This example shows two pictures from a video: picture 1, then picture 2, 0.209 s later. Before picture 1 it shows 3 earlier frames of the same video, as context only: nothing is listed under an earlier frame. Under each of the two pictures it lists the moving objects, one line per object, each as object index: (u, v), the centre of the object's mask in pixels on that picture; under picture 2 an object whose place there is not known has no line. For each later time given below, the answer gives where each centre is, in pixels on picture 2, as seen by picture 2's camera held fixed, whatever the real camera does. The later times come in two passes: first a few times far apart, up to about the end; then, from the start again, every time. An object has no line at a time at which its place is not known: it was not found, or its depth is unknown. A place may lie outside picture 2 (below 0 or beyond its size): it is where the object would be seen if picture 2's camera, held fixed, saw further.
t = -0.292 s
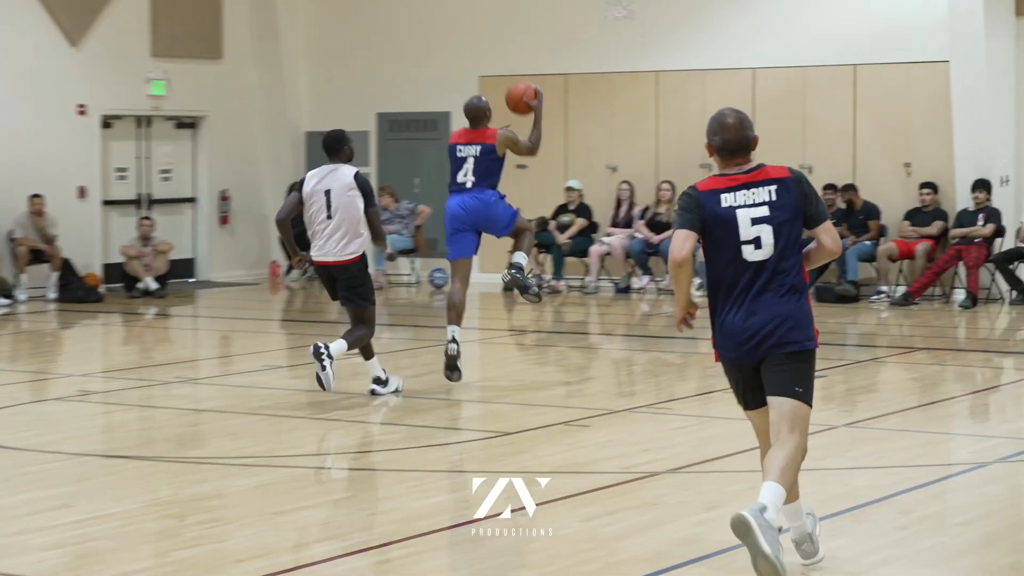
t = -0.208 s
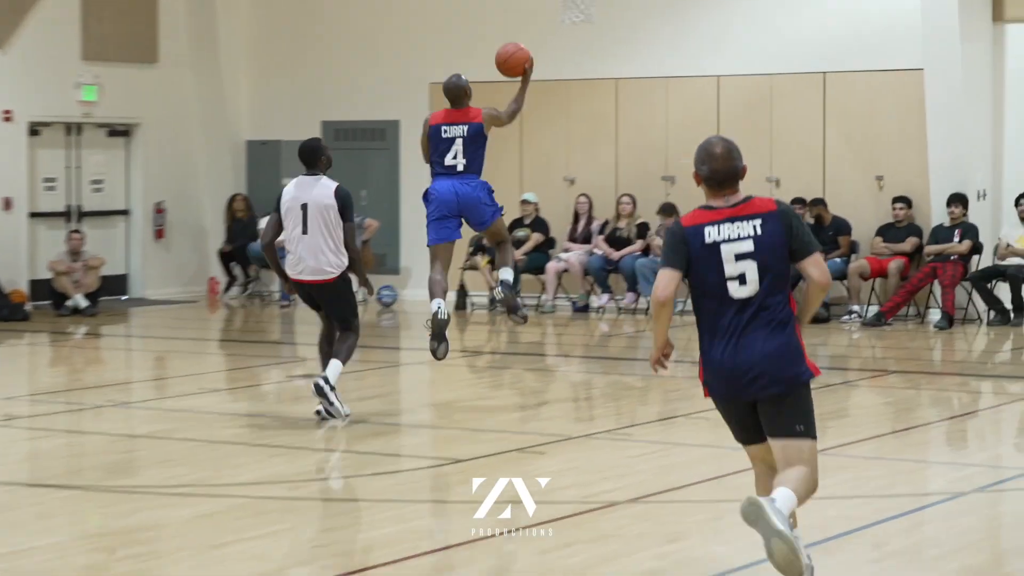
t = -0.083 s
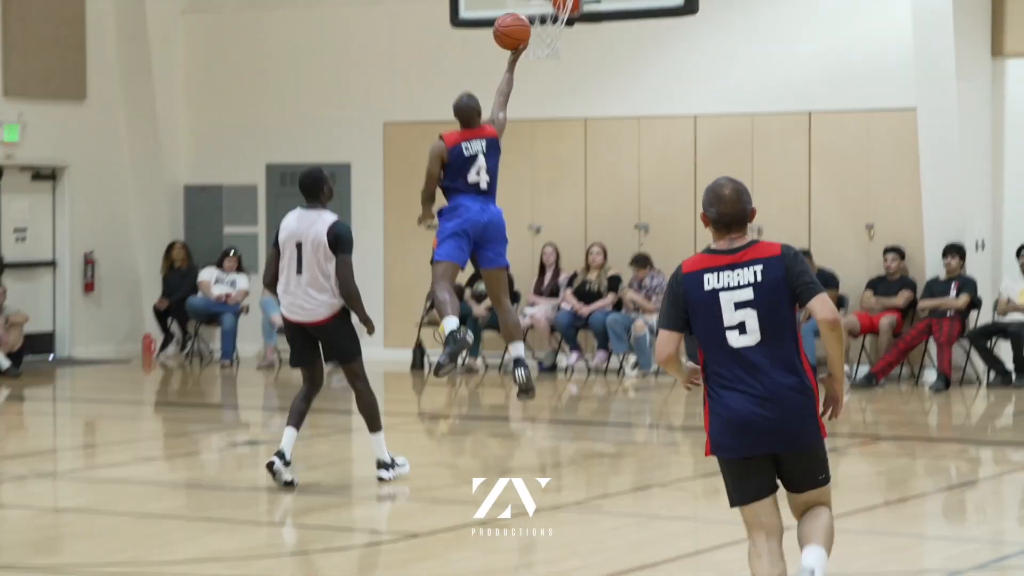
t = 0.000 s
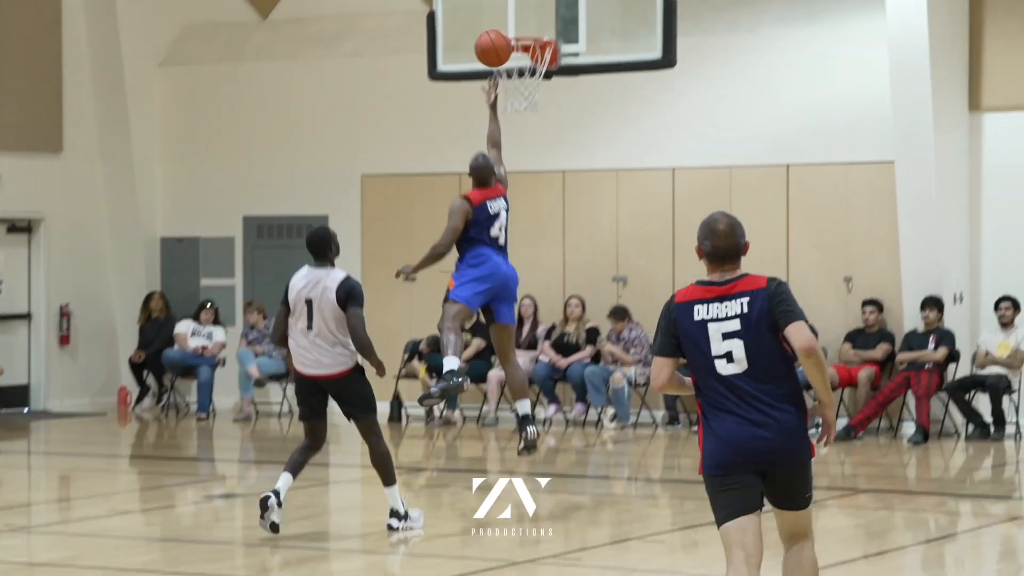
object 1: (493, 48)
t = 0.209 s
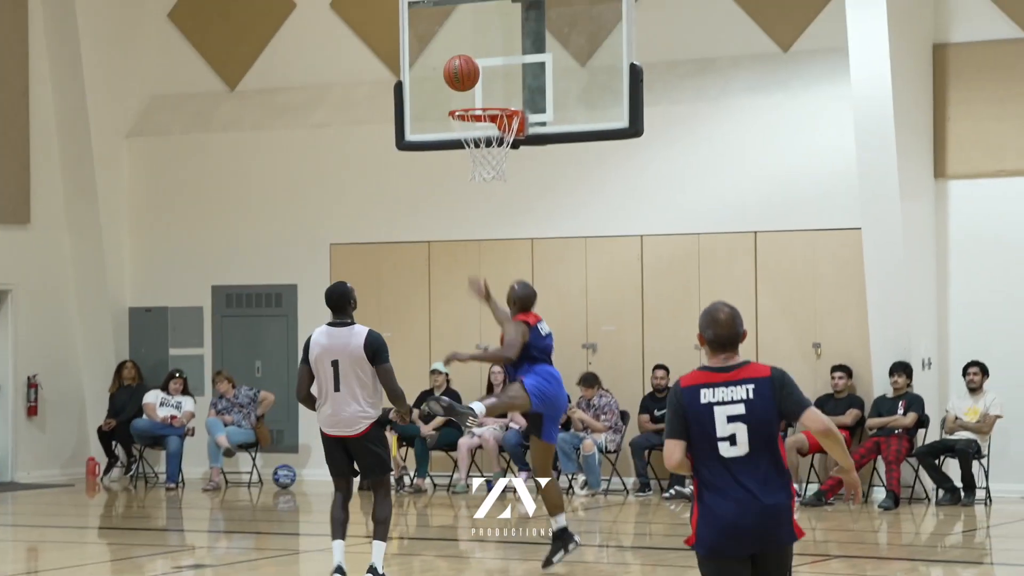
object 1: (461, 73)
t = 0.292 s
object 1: (462, 73)
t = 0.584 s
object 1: (480, 97)
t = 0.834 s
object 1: (500, 92)
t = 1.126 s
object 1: (496, 96)
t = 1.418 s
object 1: (475, 146)
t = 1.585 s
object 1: (475, 194)
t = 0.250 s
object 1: (461, 71)
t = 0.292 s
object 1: (462, 73)
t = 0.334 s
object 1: (462, 78)
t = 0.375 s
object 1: (462, 83)
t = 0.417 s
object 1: (463, 93)
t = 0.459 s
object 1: (466, 91)
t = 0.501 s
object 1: (471, 92)
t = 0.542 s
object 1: (475, 94)
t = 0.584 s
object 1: (480, 97)
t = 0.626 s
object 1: (483, 100)
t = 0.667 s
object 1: (487, 95)
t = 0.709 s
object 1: (489, 92)
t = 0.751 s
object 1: (493, 90)
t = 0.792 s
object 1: (496, 90)
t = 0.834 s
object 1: (500, 92)
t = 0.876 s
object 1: (502, 94)
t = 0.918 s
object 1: (500, 88)
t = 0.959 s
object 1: (500, 85)
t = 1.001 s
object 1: (498, 85)
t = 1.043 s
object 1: (498, 86)
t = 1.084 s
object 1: (497, 92)
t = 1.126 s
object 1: (496, 96)
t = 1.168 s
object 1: (493, 95)
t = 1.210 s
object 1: (490, 96)
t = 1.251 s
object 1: (486, 99)
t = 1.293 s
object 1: (484, 109)
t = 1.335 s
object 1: (481, 120)
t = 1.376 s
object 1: (478, 130)
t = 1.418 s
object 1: (475, 146)
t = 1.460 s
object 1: (473, 156)
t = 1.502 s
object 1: (474, 169)
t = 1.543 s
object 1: (475, 178)
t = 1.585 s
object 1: (475, 194)
